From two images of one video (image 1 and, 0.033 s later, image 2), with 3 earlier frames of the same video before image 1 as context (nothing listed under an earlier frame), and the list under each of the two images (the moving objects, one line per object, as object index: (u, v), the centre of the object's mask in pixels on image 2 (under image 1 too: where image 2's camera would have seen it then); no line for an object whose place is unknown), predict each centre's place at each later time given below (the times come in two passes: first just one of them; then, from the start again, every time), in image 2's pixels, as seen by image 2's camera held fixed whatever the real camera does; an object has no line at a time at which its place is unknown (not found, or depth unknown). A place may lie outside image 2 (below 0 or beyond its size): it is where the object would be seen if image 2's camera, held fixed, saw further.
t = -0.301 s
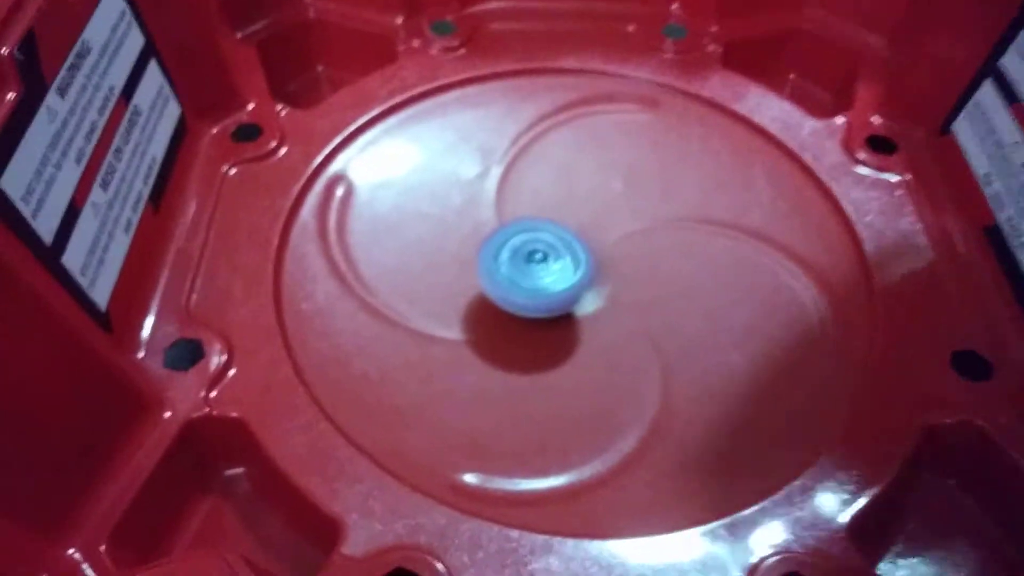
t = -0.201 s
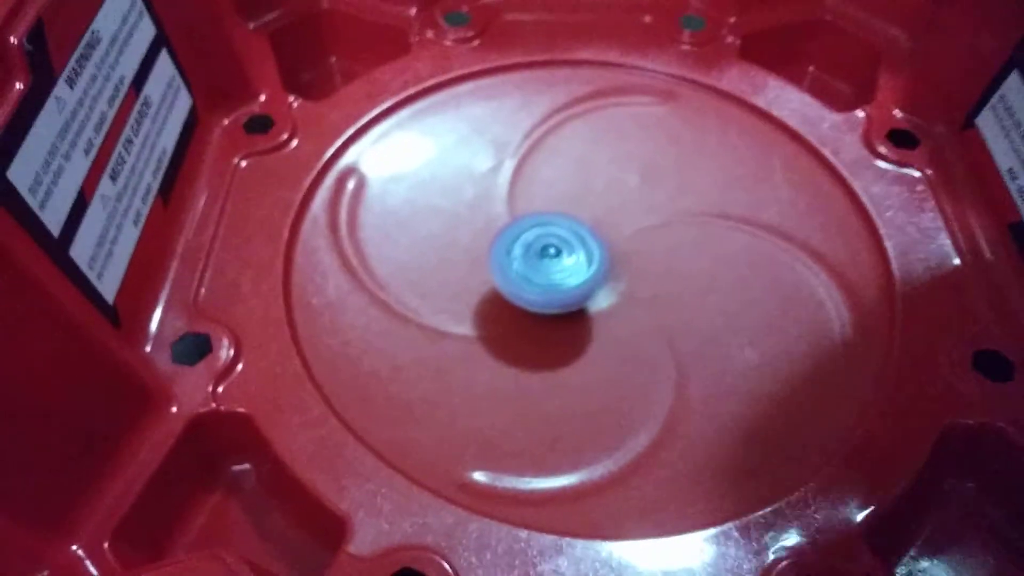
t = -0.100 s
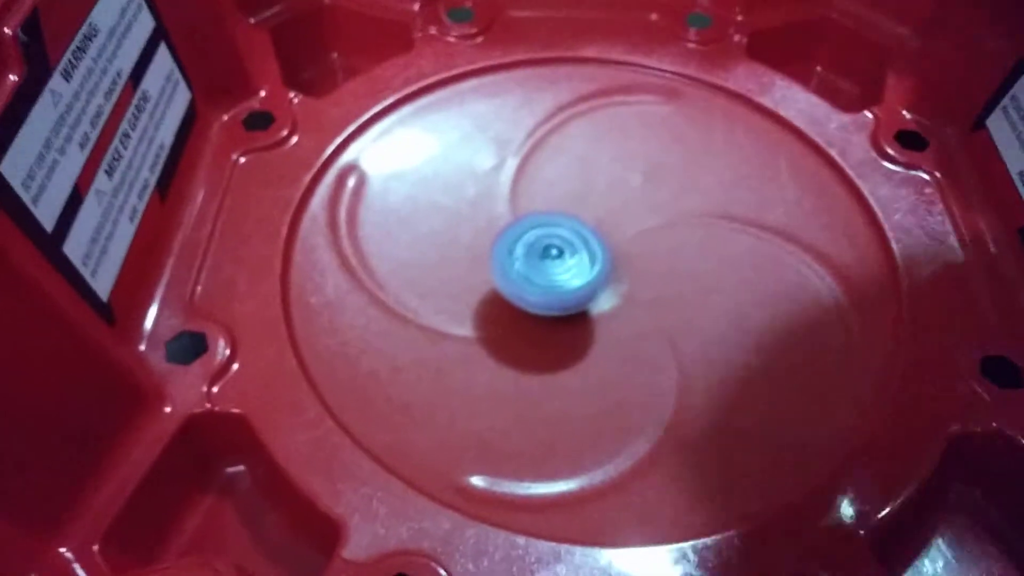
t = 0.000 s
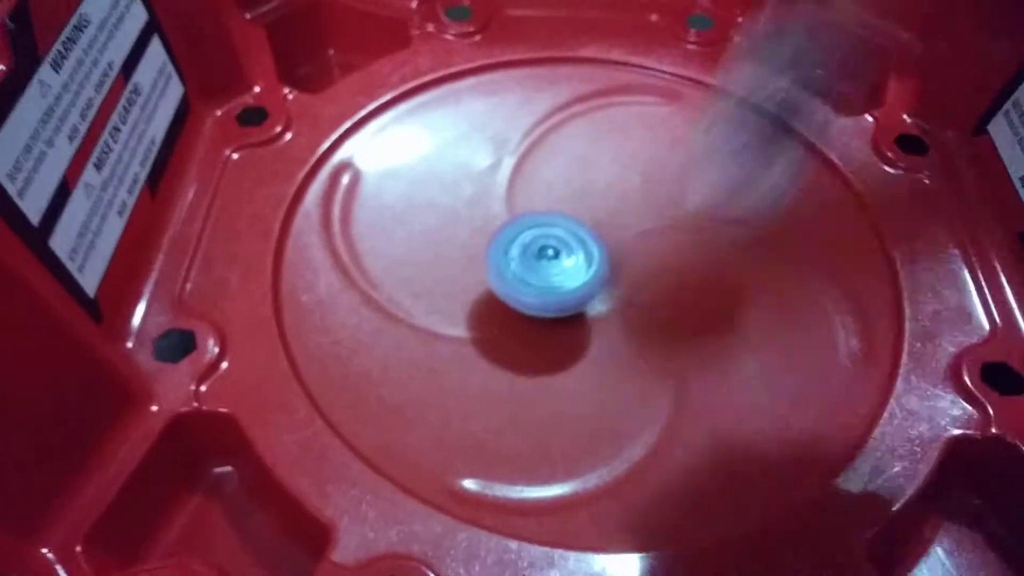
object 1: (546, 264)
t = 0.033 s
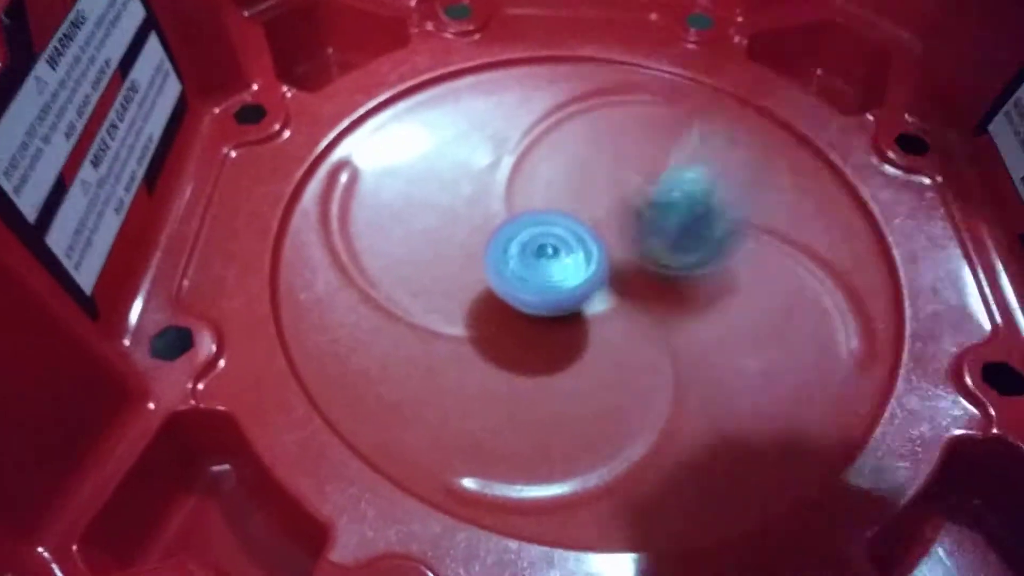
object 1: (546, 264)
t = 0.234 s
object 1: (414, 244)
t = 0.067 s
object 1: (544, 260)
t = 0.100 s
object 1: (512, 259)
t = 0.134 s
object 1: (478, 253)
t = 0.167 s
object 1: (452, 251)
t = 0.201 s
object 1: (430, 247)
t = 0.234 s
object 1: (414, 244)
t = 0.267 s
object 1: (405, 244)
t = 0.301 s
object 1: (401, 246)
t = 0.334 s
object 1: (401, 250)
